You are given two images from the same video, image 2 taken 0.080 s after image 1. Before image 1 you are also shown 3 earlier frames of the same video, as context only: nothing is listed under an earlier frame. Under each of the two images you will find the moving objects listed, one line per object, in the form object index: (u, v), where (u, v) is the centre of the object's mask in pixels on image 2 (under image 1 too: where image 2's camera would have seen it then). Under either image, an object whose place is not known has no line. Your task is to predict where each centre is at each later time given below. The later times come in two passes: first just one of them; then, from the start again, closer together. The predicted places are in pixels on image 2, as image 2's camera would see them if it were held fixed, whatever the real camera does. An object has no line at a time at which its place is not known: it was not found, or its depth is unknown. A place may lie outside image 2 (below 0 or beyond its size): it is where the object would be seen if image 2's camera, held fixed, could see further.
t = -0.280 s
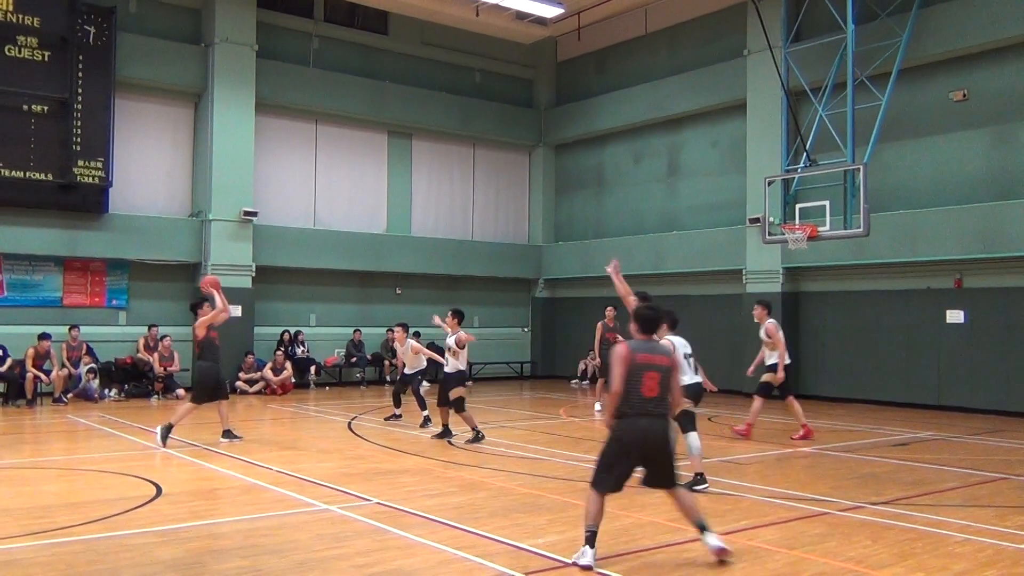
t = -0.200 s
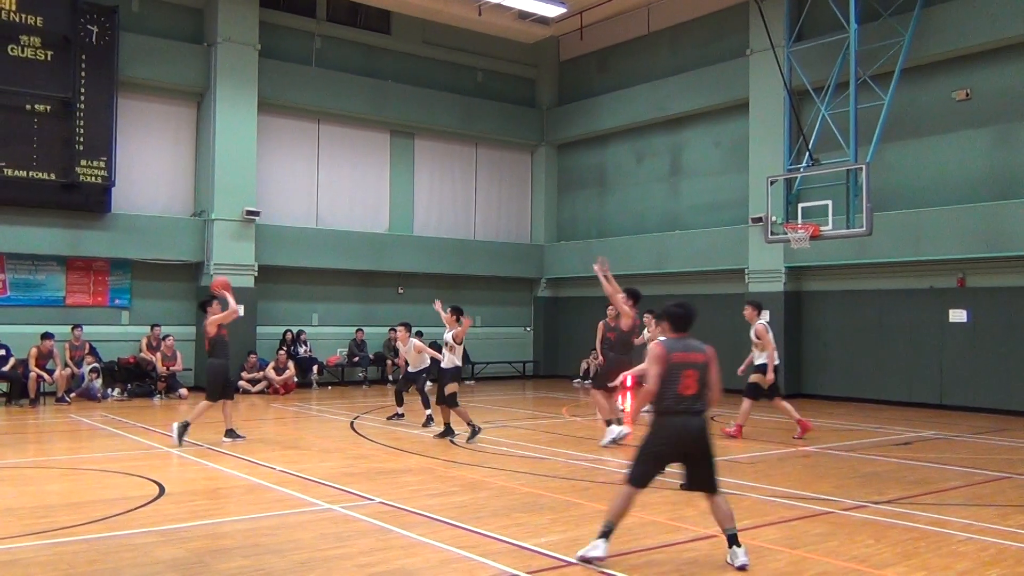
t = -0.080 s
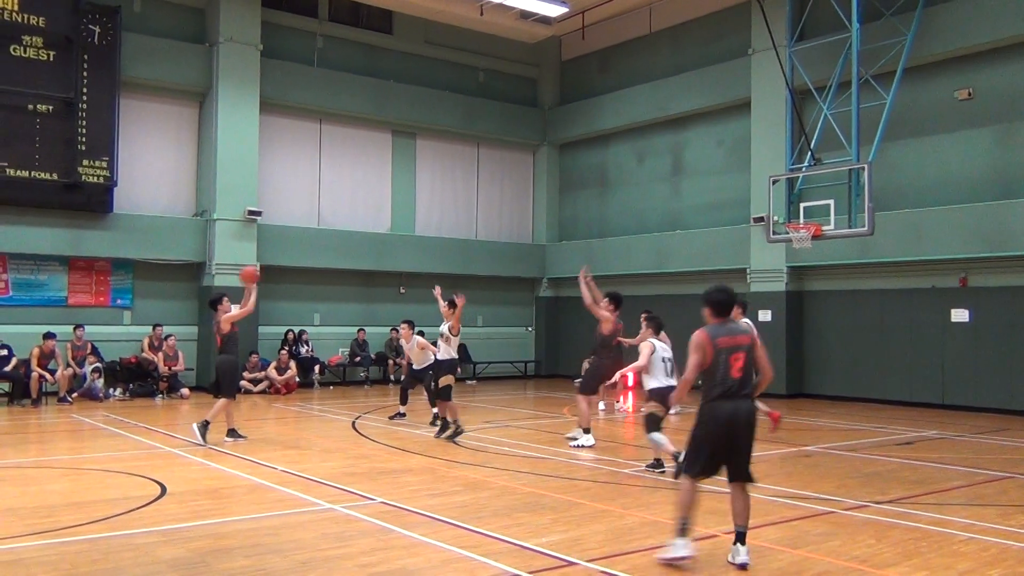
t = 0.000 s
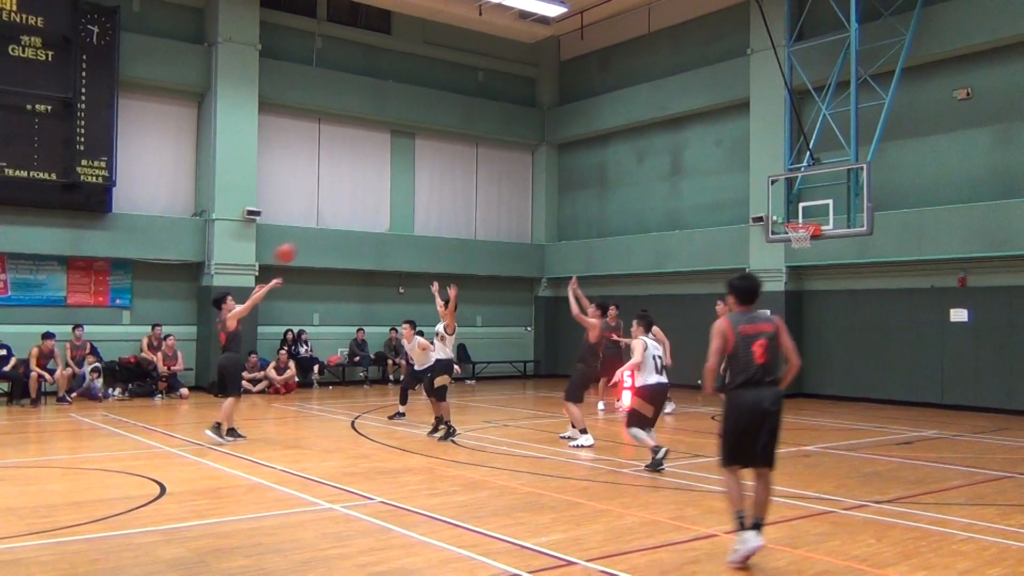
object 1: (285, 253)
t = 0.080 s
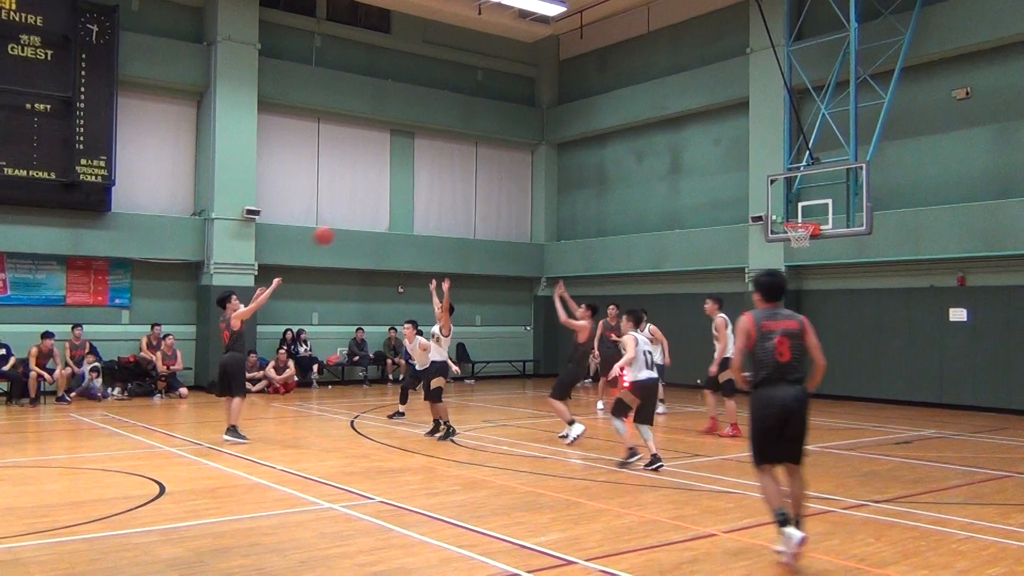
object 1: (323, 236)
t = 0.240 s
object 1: (399, 215)
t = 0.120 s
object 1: (343, 229)
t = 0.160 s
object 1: (362, 223)
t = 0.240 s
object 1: (399, 215)
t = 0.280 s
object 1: (417, 214)
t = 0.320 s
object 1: (436, 213)
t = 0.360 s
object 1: (453, 213)
